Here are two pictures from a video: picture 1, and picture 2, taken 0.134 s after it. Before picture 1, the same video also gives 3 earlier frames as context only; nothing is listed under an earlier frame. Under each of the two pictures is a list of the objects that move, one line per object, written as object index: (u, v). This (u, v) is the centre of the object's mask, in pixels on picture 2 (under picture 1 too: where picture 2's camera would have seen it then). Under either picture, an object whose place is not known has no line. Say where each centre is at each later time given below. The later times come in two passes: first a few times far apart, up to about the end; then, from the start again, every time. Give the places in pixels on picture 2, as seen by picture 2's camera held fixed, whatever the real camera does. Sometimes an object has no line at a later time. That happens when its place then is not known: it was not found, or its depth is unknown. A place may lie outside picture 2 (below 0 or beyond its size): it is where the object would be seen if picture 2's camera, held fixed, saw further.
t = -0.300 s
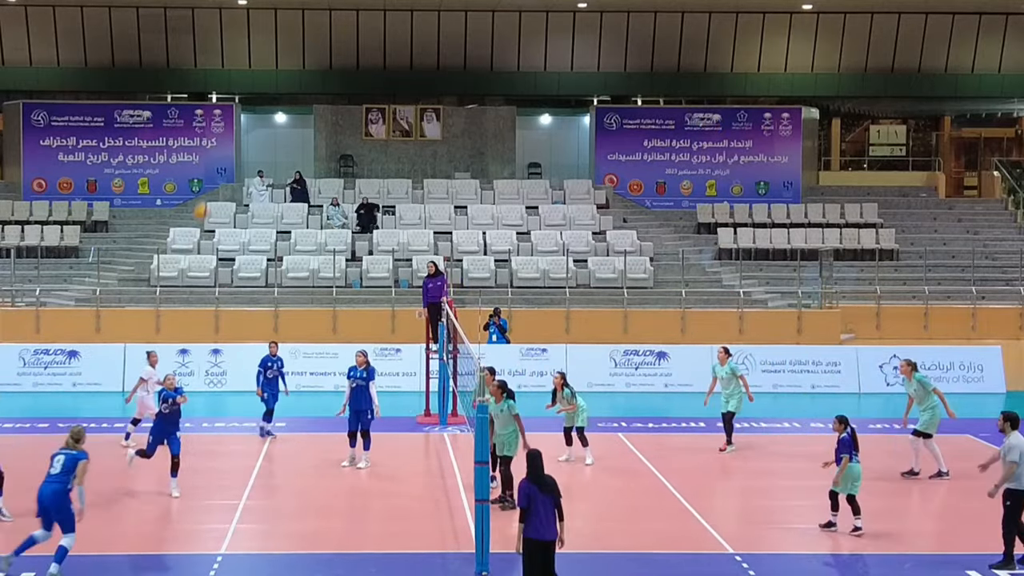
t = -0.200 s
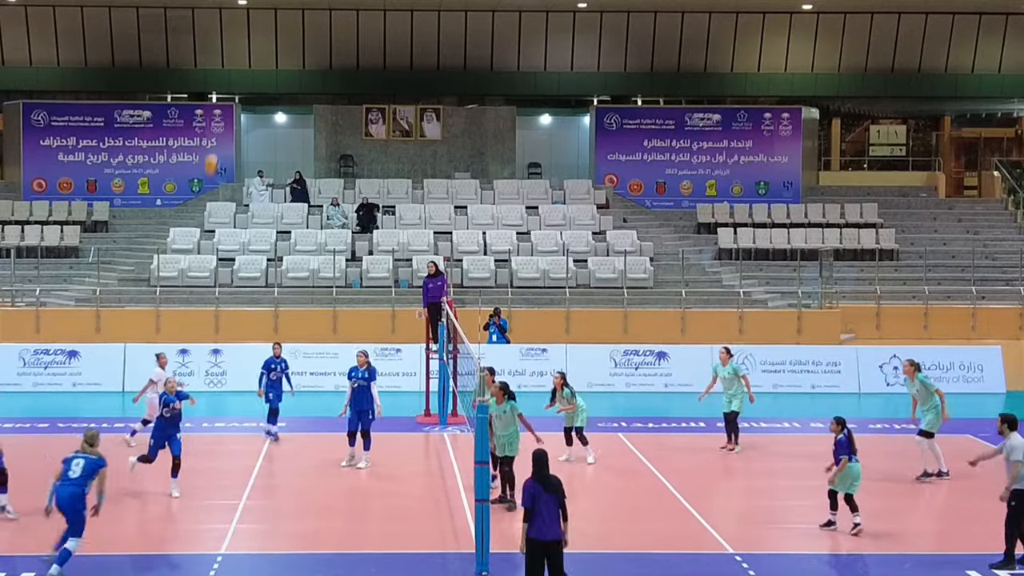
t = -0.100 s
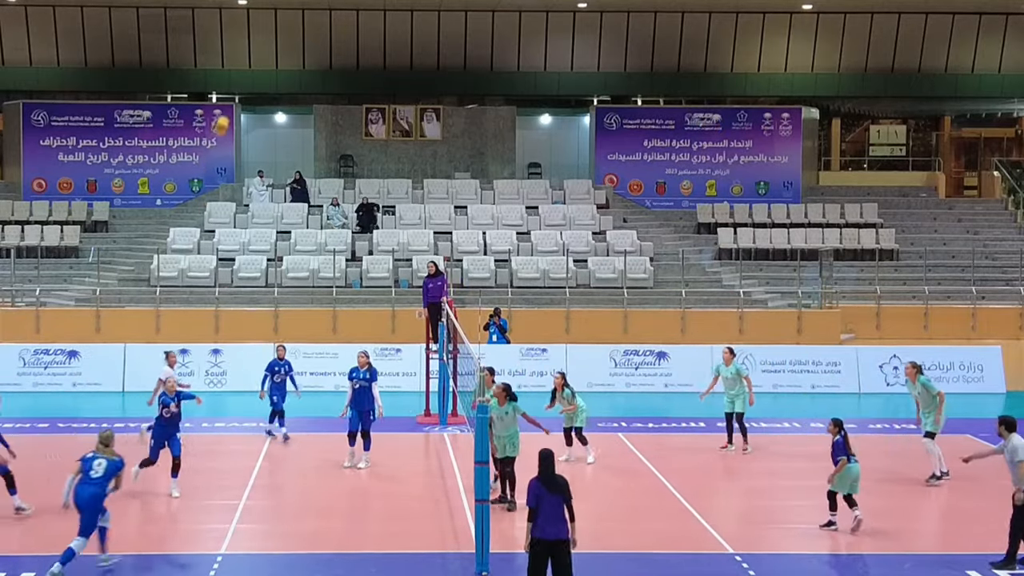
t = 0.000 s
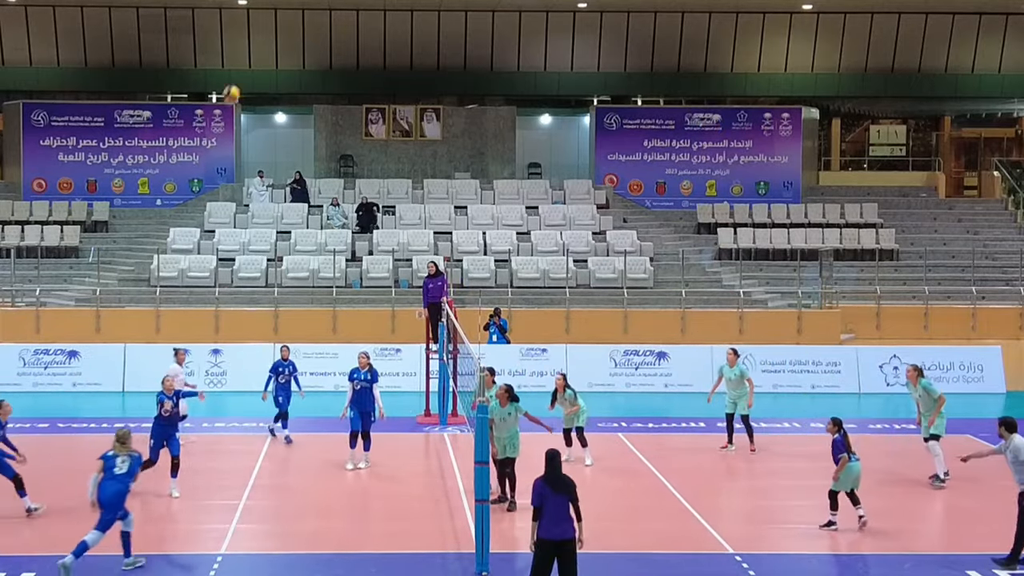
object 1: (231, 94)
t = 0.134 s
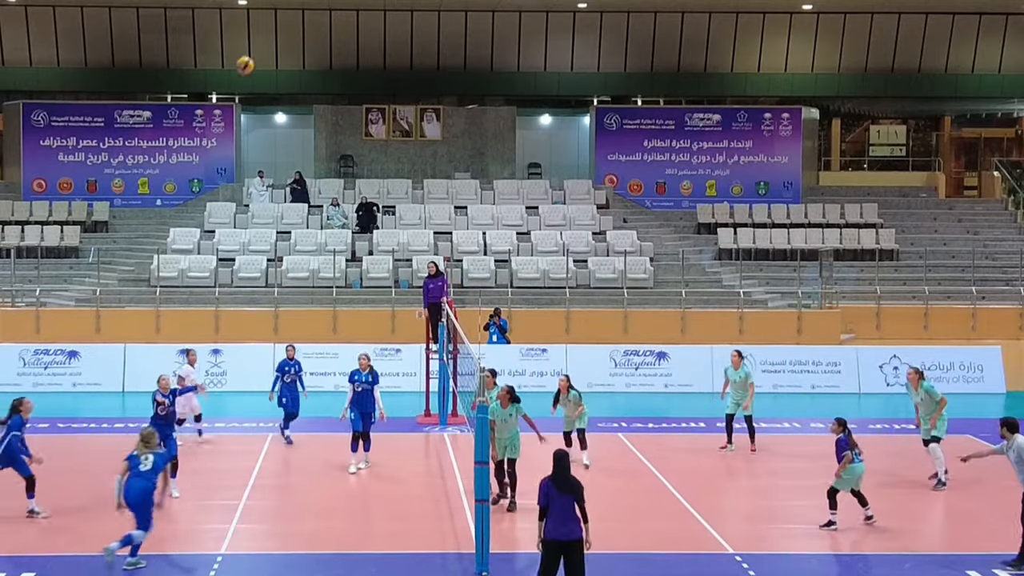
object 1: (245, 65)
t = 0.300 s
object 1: (263, 47)
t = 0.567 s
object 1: (292, 64)
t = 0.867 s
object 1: (325, 150)
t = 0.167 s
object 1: (249, 59)
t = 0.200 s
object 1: (252, 55)
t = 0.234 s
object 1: (256, 52)
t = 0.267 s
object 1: (260, 48)
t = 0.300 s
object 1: (263, 47)
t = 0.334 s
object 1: (266, 46)
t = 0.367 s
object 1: (270, 46)
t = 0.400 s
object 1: (273, 46)
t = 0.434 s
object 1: (277, 48)
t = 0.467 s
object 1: (281, 50)
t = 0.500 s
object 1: (284, 54)
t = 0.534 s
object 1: (288, 58)
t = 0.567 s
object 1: (292, 64)
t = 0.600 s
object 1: (295, 69)
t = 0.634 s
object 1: (299, 76)
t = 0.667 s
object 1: (303, 84)
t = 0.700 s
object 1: (306, 92)
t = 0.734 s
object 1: (310, 102)
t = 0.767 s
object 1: (313, 112)
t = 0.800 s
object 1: (317, 124)
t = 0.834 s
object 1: (321, 136)
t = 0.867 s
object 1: (325, 150)
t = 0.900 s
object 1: (328, 163)
